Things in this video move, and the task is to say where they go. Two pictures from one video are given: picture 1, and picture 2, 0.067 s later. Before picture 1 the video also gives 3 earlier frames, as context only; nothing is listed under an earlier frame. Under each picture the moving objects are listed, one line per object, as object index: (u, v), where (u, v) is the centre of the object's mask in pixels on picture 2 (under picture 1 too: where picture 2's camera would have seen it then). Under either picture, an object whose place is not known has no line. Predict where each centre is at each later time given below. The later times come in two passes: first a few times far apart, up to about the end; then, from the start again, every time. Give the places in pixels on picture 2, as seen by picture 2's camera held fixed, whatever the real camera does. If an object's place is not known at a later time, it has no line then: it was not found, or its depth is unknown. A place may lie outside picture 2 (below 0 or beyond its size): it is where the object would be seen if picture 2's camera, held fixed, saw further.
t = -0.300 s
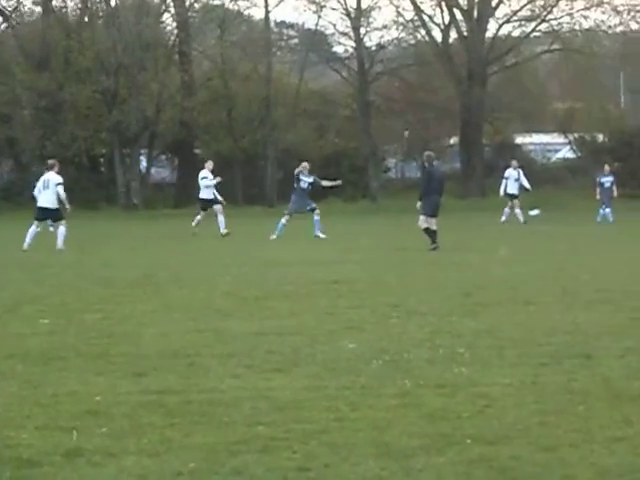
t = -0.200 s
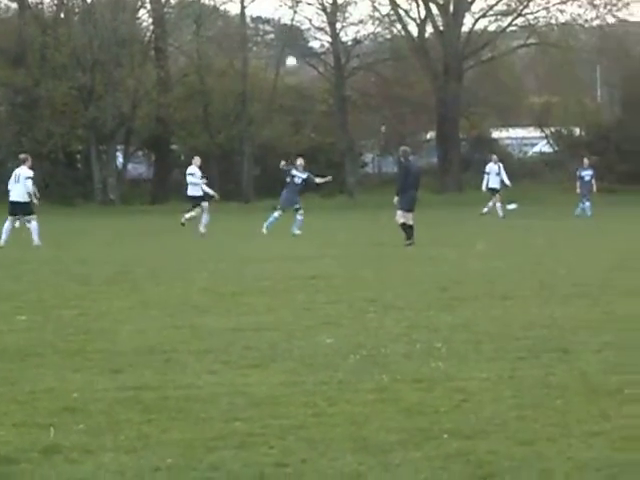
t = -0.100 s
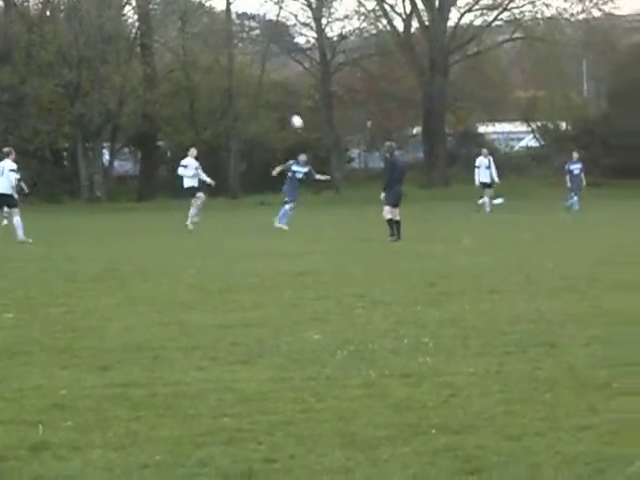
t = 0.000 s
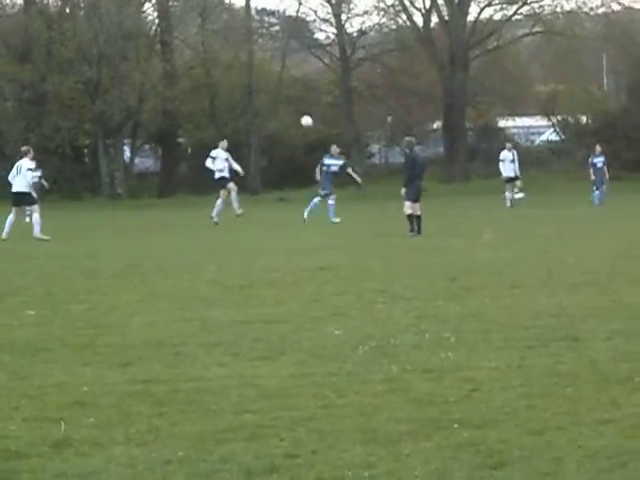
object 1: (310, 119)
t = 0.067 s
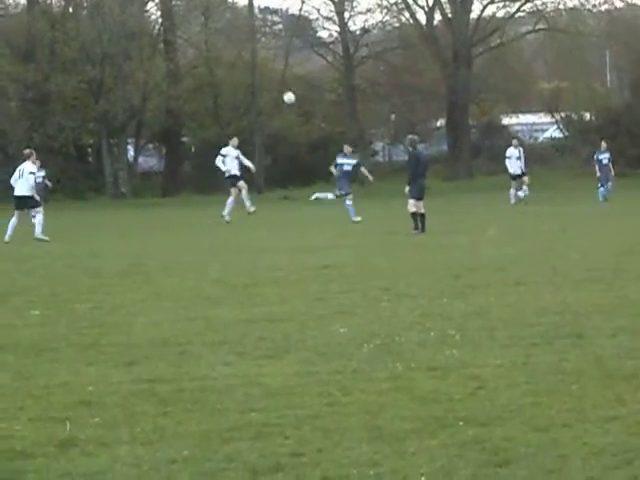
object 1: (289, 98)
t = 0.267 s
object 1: (229, 46)
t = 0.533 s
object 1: (153, 13)
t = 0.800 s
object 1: (74, 14)
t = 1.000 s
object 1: (28, 34)
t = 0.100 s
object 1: (280, 87)
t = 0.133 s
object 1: (269, 77)
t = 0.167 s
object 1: (259, 68)
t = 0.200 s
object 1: (247, 60)
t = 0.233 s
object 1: (239, 53)
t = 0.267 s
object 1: (229, 46)
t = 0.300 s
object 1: (219, 39)
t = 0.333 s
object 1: (208, 35)
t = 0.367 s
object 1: (197, 29)
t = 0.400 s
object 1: (188, 24)
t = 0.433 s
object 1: (179, 21)
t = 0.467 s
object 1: (169, 19)
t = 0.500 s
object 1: (158, 16)
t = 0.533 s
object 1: (153, 13)
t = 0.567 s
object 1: (139, 11)
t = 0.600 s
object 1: (129, 10)
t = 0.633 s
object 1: (118, 9)
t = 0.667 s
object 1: (109, 9)
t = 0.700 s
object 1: (101, 10)
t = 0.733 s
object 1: (93, 10)
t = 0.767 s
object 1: (83, 13)
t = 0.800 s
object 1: (74, 14)
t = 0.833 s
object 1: (66, 16)
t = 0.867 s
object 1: (58, 18)
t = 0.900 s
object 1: (50, 22)
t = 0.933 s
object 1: (43, 25)
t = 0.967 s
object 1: (36, 29)
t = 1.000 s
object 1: (28, 34)
